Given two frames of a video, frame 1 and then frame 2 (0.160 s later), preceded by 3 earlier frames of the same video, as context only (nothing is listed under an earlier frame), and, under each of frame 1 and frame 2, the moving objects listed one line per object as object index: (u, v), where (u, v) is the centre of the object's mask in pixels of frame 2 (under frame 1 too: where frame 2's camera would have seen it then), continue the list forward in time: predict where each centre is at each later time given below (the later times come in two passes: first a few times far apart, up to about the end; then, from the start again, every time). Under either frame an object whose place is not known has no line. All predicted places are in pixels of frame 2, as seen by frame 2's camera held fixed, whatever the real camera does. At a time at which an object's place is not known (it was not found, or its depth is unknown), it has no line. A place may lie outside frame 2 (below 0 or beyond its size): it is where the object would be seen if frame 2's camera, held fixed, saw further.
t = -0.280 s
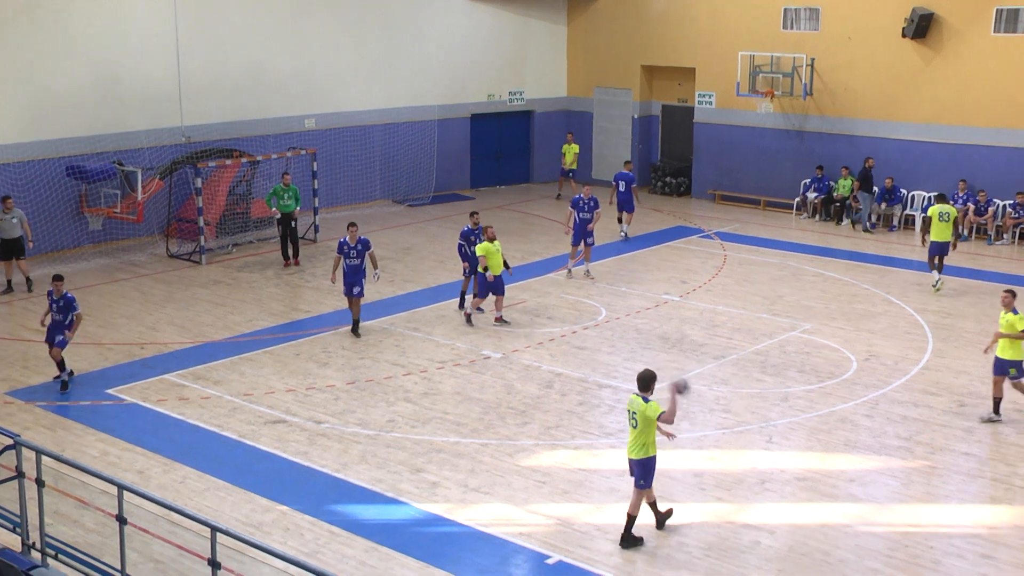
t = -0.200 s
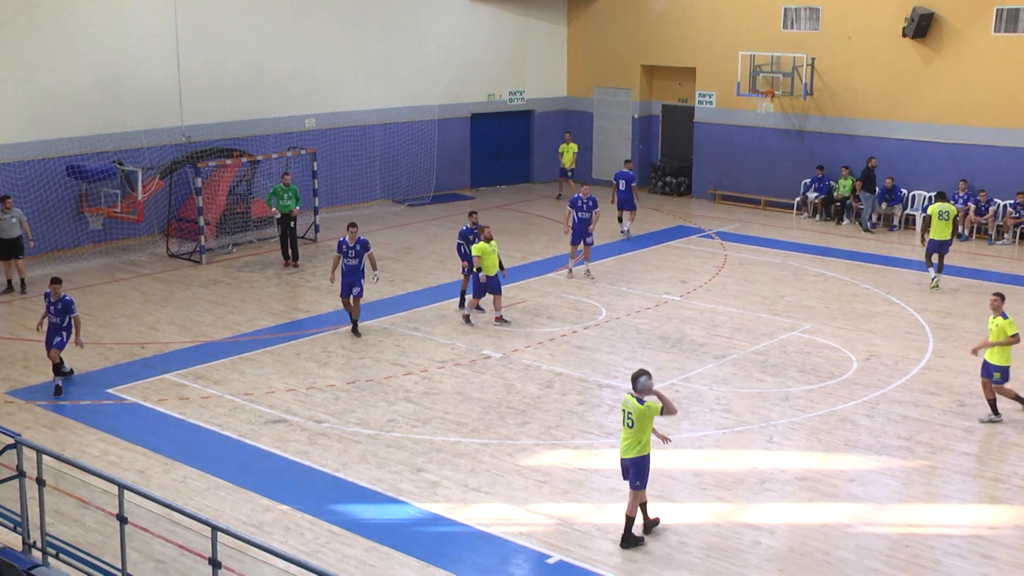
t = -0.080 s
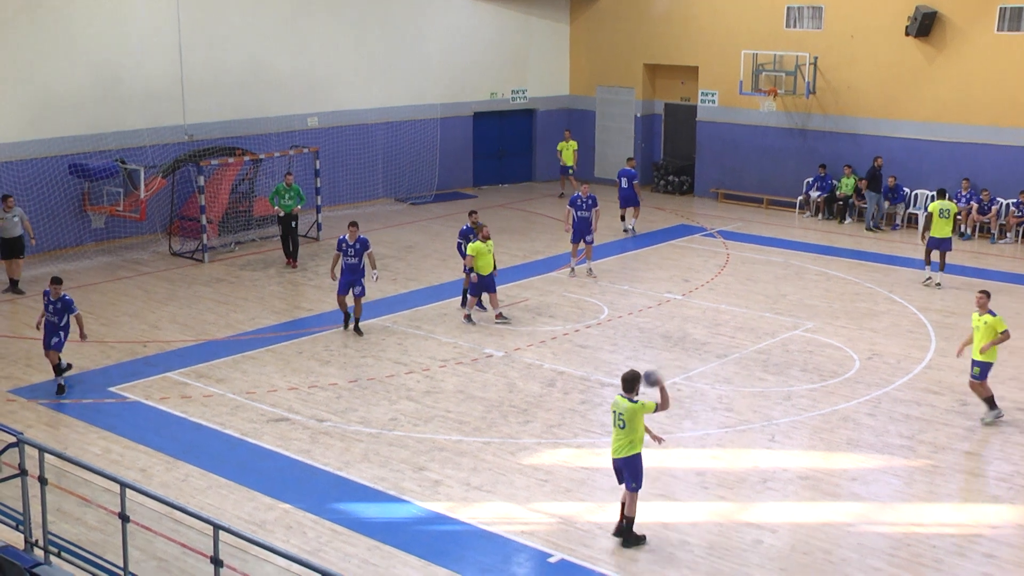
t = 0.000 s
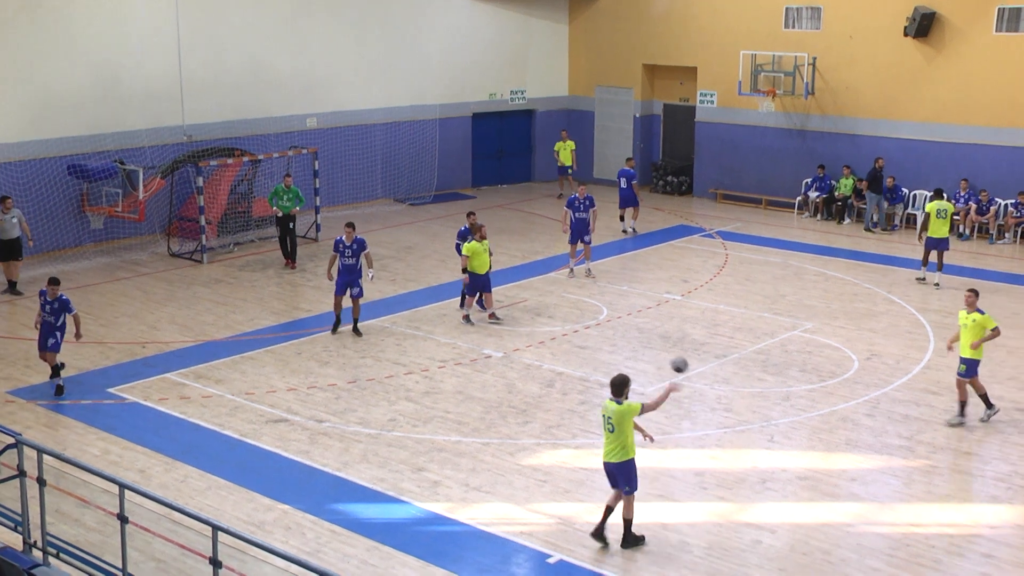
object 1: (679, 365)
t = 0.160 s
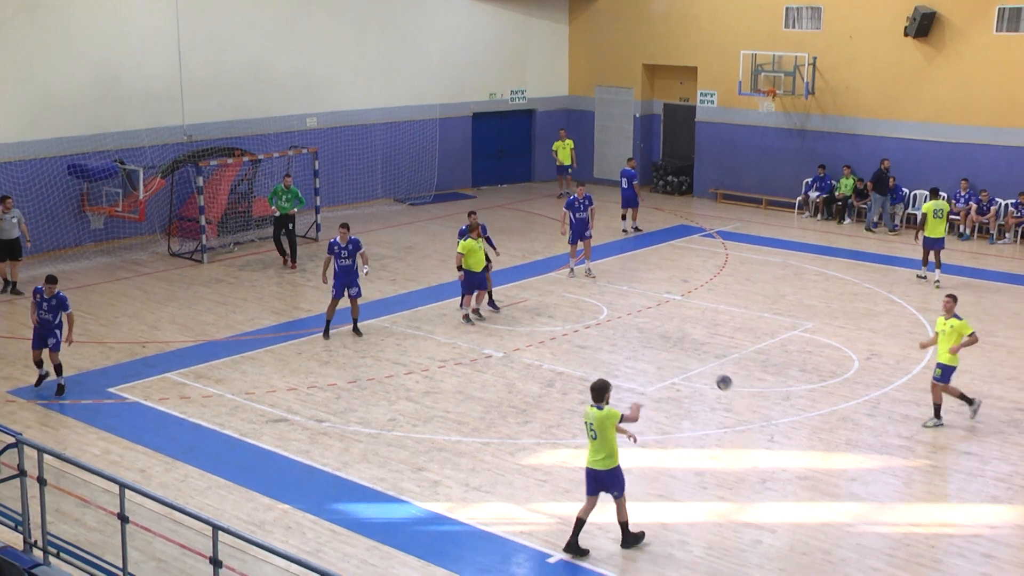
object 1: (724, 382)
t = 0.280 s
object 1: (750, 406)
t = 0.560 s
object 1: (806, 380)
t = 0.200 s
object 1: (733, 390)
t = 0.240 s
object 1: (742, 397)
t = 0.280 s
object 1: (750, 406)
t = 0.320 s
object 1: (758, 415)
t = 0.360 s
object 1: (765, 426)
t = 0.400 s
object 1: (772, 434)
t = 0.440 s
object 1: (781, 418)
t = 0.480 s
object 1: (789, 404)
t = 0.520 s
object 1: (797, 392)
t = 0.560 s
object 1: (806, 380)
